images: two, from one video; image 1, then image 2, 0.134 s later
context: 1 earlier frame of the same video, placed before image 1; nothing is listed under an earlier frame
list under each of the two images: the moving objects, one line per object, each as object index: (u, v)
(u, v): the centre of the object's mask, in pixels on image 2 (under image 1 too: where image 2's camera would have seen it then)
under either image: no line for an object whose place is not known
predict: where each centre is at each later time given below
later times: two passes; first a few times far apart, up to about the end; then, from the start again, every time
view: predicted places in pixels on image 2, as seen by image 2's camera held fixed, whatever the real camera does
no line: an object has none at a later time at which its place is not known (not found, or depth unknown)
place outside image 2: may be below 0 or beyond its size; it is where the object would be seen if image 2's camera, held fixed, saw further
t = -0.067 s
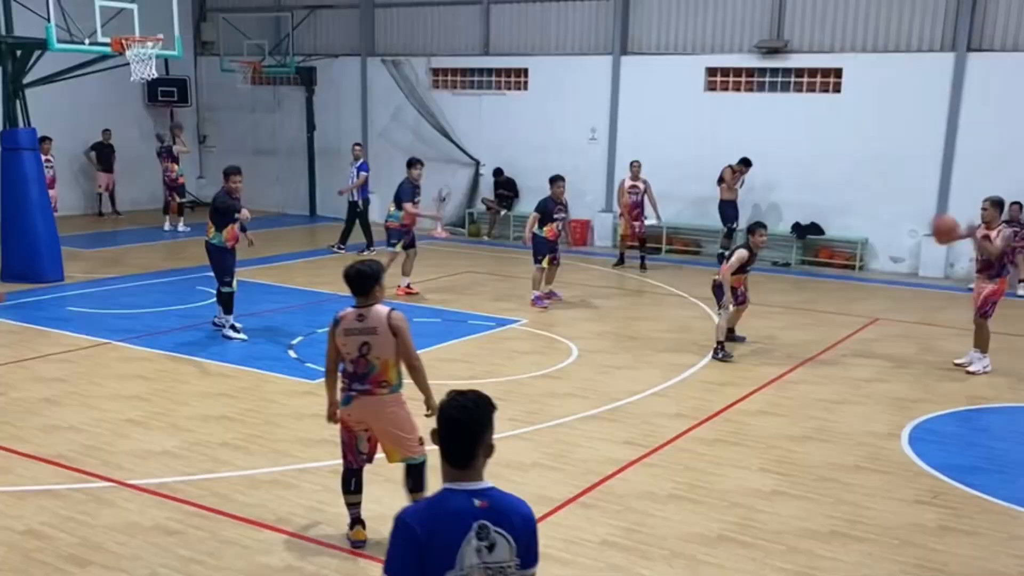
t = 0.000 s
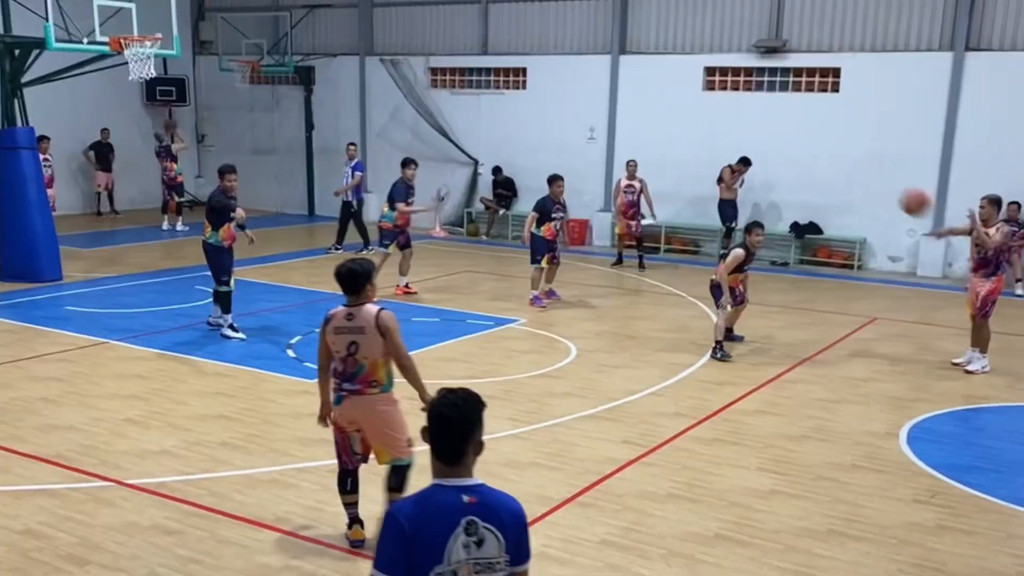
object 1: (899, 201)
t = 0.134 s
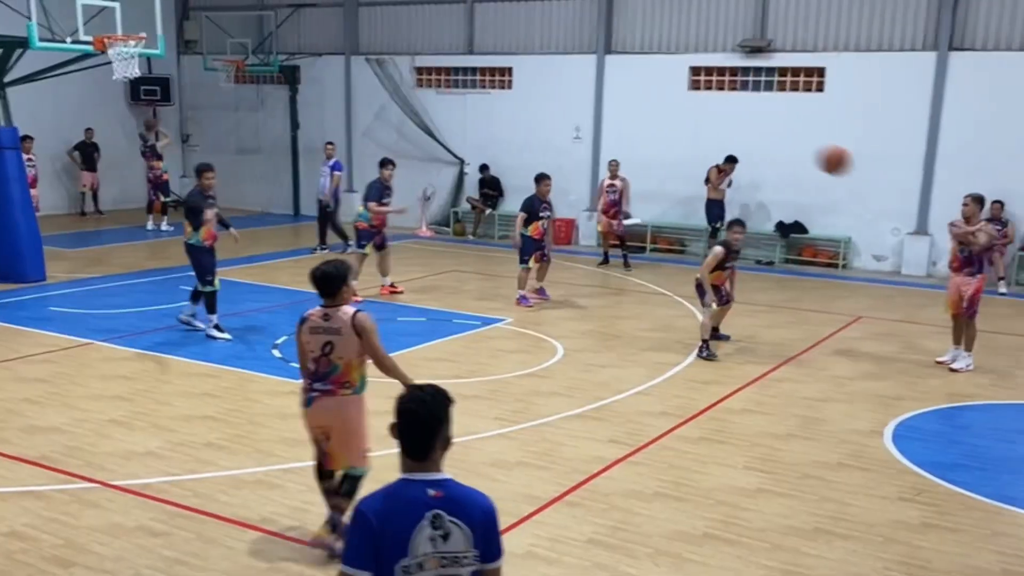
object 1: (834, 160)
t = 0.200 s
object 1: (796, 145)
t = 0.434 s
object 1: (638, 129)
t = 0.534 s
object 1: (555, 145)
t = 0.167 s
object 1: (816, 152)
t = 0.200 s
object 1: (796, 145)
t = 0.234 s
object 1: (777, 139)
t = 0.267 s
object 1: (756, 134)
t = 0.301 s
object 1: (734, 130)
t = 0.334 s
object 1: (711, 128)
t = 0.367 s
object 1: (688, 127)
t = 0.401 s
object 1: (664, 127)
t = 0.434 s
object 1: (638, 129)
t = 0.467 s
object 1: (612, 132)
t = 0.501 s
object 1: (583, 138)
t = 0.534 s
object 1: (555, 145)
